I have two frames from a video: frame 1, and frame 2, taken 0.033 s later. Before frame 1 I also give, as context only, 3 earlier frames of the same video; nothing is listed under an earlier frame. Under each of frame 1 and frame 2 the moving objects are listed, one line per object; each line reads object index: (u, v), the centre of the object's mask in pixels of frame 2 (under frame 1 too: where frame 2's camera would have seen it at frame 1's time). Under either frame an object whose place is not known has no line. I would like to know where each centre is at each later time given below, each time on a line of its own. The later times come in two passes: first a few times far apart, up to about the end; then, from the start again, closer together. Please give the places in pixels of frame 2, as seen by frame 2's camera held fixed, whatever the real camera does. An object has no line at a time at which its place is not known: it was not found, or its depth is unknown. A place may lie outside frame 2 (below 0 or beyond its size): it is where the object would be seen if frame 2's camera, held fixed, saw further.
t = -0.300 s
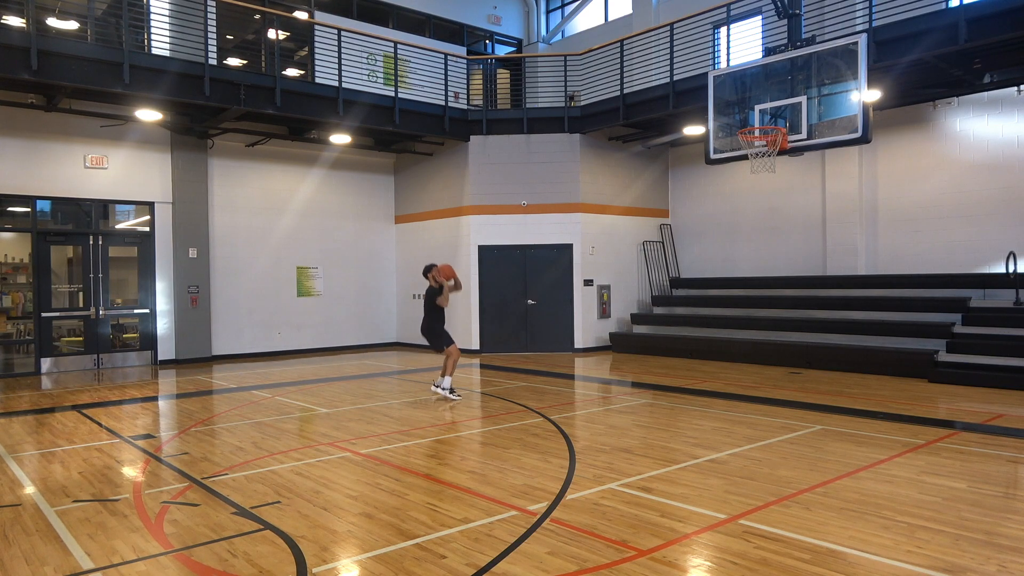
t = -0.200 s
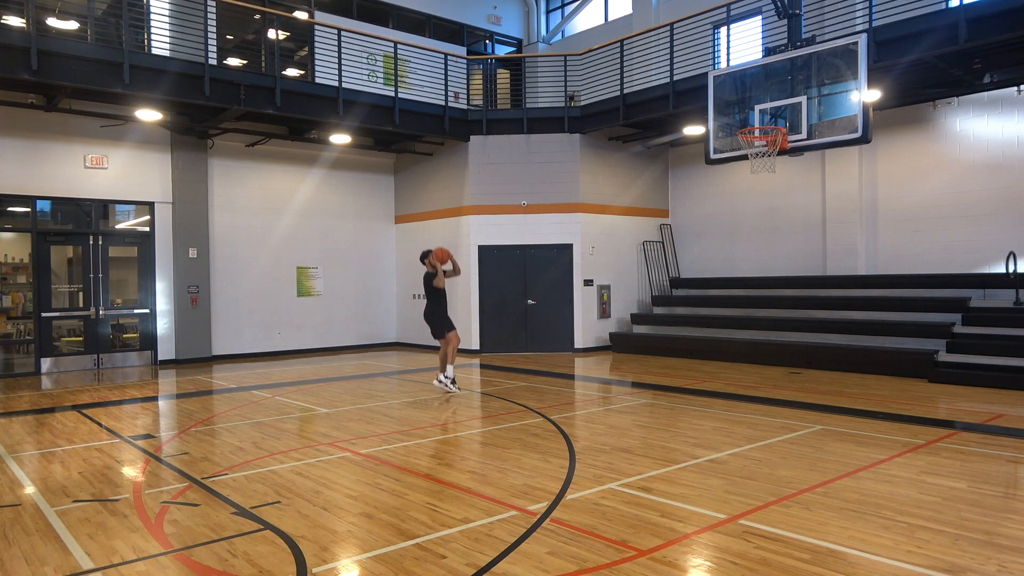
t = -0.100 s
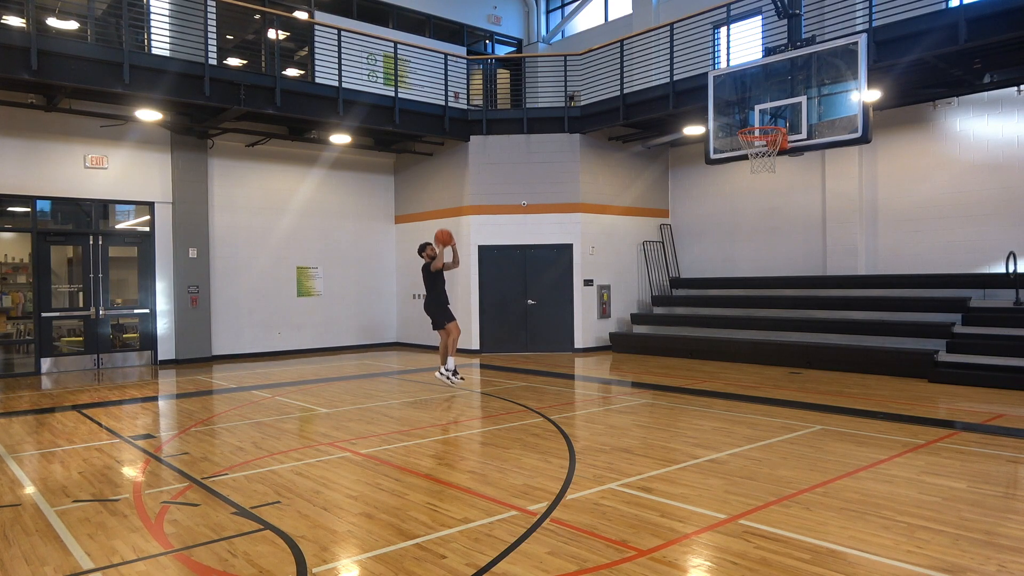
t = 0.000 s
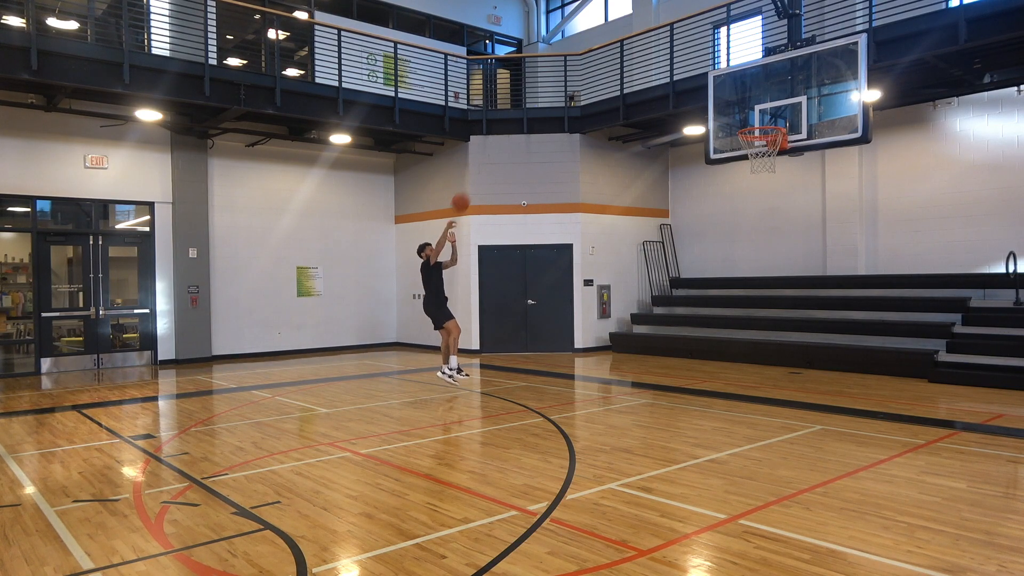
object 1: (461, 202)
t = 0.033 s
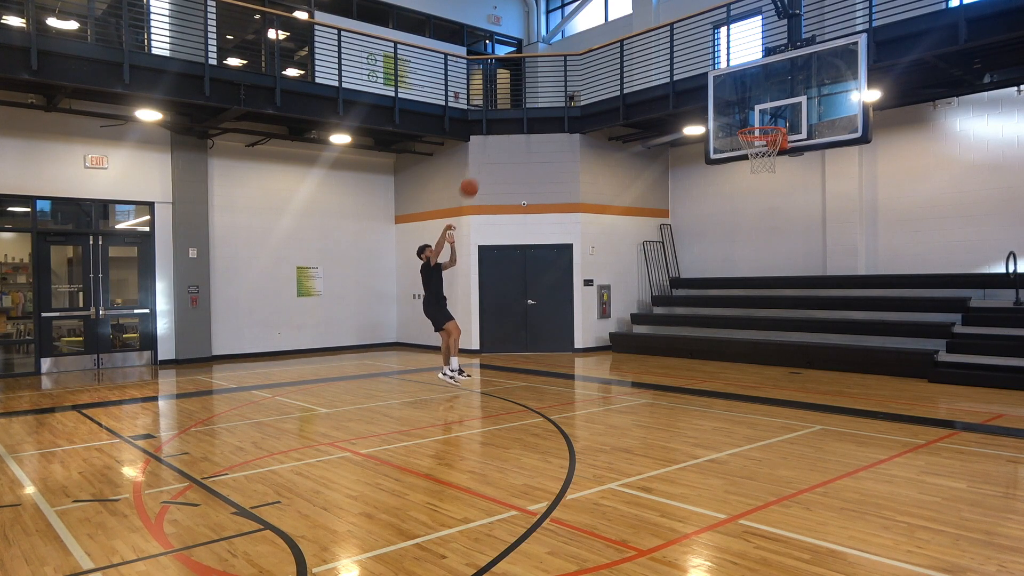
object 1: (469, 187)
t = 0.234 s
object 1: (522, 117)
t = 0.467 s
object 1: (590, 69)
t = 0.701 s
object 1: (663, 65)
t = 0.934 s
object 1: (741, 108)
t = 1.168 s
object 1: (789, 170)
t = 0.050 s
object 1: (473, 180)
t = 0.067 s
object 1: (478, 174)
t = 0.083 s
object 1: (482, 167)
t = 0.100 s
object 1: (487, 161)
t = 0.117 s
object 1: (491, 155)
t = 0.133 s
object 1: (495, 149)
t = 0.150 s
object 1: (500, 143)
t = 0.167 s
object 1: (505, 137)
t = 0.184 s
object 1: (510, 131)
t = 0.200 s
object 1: (513, 126)
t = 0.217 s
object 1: (518, 122)
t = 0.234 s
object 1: (522, 117)
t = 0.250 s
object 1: (527, 113)
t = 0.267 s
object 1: (531, 109)
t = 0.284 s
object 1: (537, 104)
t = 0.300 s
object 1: (542, 100)
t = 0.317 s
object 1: (546, 95)
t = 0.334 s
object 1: (551, 92)
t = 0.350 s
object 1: (556, 88)
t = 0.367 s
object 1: (561, 85)
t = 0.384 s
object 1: (565, 82)
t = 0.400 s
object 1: (570, 78)
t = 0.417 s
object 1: (575, 76)
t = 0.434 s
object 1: (580, 74)
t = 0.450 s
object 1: (585, 71)
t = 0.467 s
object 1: (590, 69)
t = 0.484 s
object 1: (595, 68)
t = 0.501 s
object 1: (600, 66)
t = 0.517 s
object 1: (605, 65)
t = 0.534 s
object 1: (610, 64)
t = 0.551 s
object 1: (615, 63)
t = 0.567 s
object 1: (621, 62)
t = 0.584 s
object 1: (625, 62)
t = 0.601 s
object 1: (631, 61)
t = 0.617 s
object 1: (636, 61)
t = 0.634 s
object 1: (641, 62)
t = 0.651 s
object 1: (647, 62)
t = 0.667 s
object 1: (652, 63)
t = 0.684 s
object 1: (657, 64)
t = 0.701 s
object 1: (663, 65)
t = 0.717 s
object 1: (669, 67)
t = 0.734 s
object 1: (674, 68)
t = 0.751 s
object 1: (679, 71)
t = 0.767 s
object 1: (685, 73)
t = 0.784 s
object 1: (691, 76)
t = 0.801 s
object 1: (696, 78)
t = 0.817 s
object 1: (702, 81)
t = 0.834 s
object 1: (706, 84)
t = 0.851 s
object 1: (712, 87)
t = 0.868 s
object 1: (719, 91)
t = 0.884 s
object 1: (725, 95)
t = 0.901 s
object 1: (730, 99)
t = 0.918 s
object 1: (736, 103)
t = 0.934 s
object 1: (741, 108)
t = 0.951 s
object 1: (747, 113)
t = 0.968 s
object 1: (753, 119)
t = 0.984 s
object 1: (759, 121)
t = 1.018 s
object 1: (772, 138)
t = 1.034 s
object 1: (776, 143)
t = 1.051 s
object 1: (779, 146)
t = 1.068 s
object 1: (781, 148)
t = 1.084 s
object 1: (783, 154)
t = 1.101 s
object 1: (784, 157)
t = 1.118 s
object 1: (785, 159)
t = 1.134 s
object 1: (787, 162)
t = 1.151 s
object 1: (788, 166)
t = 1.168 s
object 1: (789, 170)
